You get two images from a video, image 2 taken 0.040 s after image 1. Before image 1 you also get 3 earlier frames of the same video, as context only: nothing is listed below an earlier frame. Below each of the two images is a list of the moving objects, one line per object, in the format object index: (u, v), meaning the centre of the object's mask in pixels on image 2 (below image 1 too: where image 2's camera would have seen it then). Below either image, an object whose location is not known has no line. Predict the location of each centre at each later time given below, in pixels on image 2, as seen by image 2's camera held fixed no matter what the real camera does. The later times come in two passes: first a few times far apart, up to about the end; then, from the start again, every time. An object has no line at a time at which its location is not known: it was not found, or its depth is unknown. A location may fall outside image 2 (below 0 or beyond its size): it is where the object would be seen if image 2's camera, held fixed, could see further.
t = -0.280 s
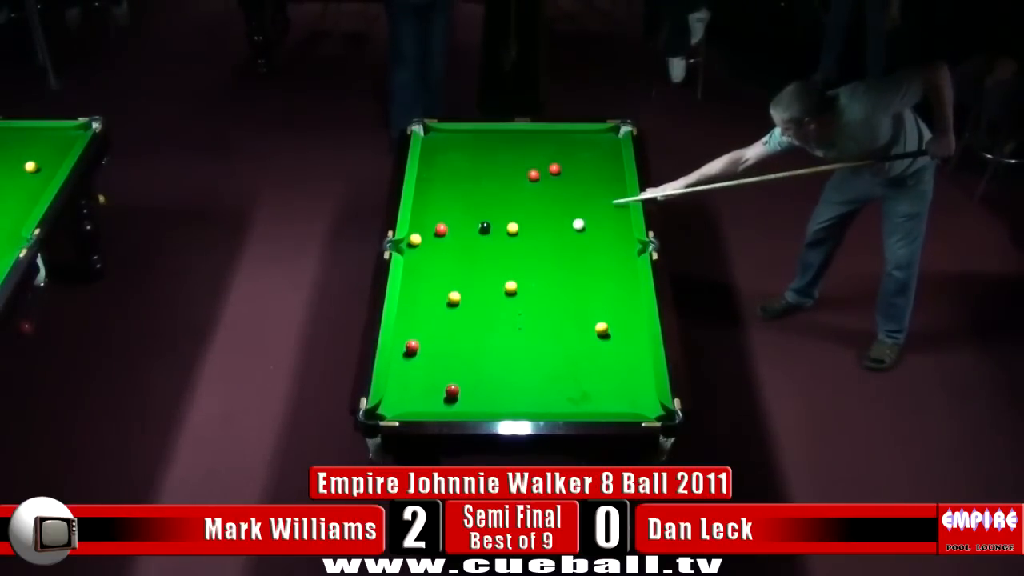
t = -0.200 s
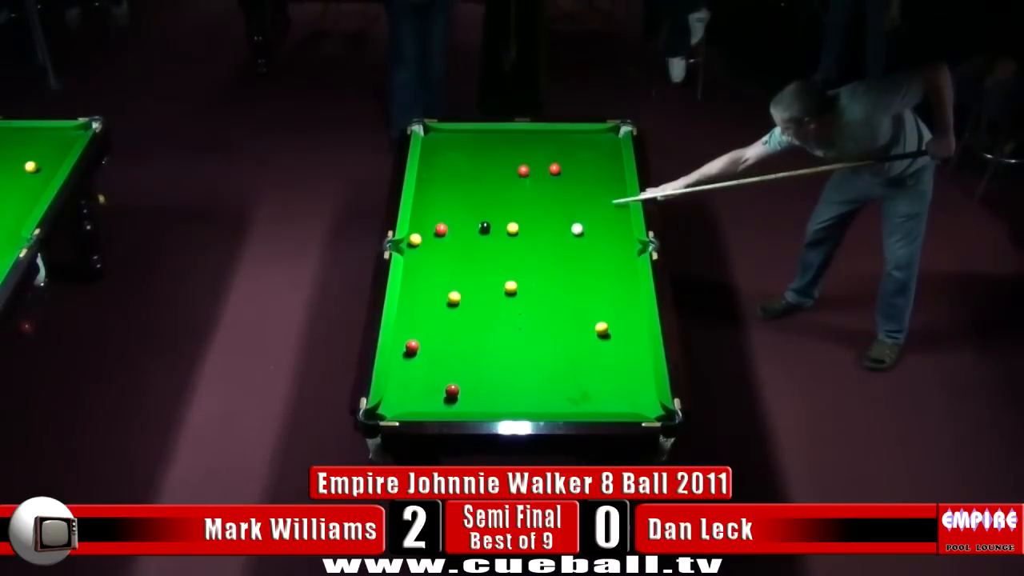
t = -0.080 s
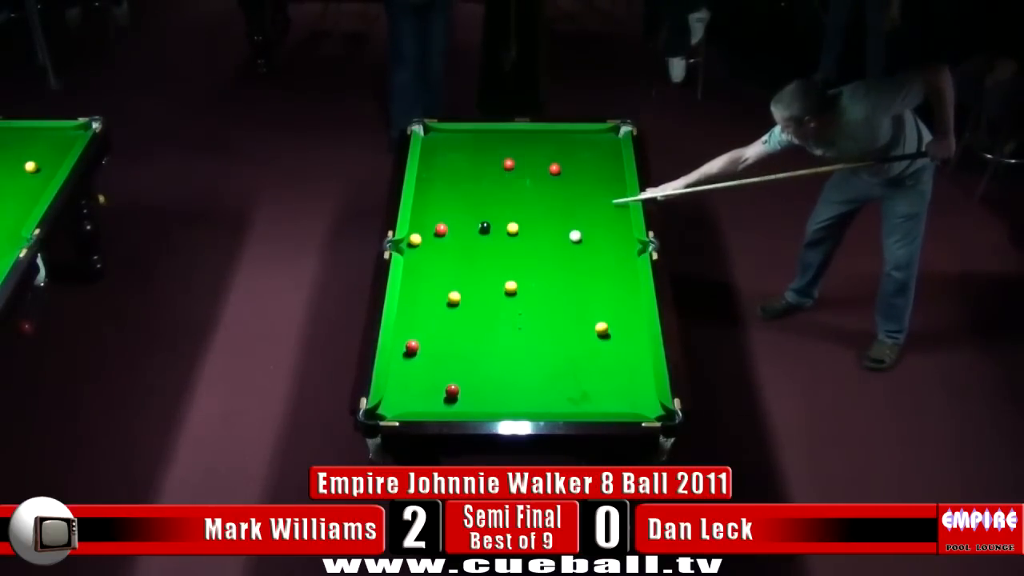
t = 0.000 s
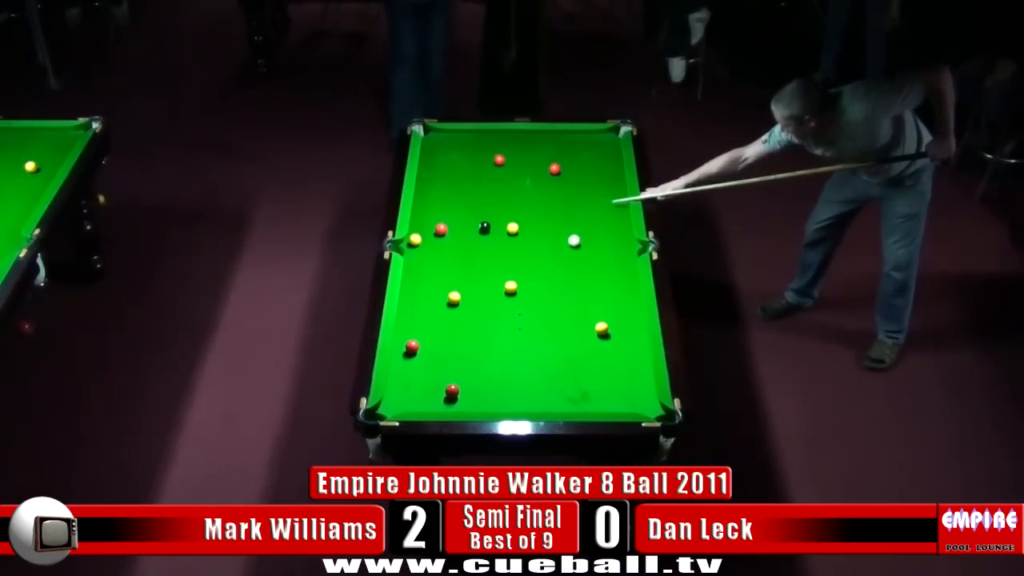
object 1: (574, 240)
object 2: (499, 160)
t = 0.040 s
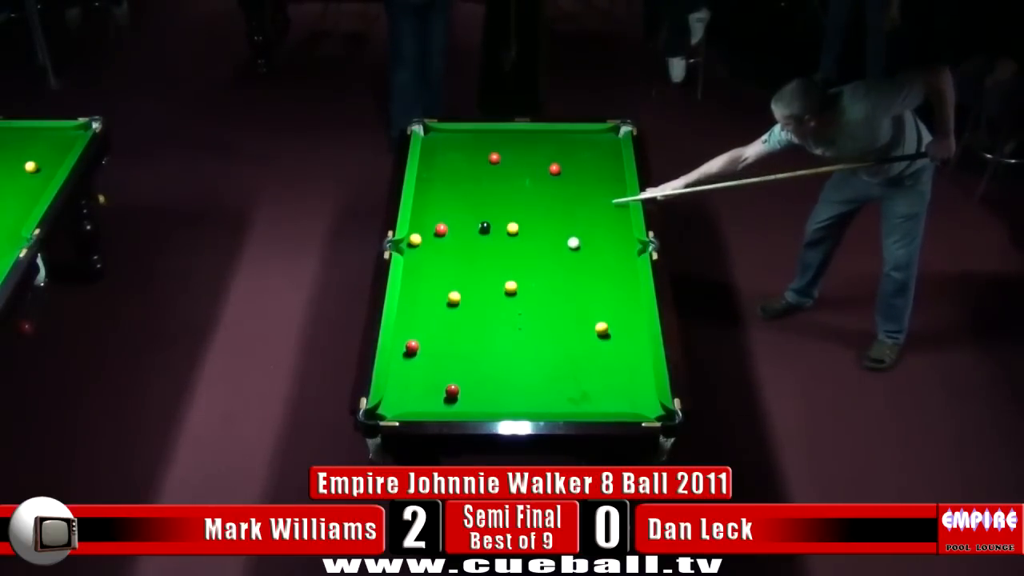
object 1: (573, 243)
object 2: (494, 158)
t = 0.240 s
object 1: (570, 254)
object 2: (471, 148)
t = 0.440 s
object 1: (568, 265)
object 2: (450, 139)
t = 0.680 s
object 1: (564, 278)
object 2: (425, 129)
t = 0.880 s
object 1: (562, 289)
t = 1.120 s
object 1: (559, 301)
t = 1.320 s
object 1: (557, 310)
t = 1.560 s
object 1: (554, 321)
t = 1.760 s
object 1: (552, 329)
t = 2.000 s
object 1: (549, 339)
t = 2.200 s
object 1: (548, 347)
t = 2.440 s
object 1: (545, 355)
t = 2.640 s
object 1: (544, 362)
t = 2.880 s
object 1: (543, 369)
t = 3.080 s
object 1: (542, 374)
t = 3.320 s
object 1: (540, 379)
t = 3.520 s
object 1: (540, 383)
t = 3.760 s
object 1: (539, 387)
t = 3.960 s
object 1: (538, 388)
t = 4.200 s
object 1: (537, 391)
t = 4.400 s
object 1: (536, 392)
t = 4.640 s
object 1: (536, 392)
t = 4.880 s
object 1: (536, 392)
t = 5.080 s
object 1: (536, 392)
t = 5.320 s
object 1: (536, 392)
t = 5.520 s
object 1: (536, 392)
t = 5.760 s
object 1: (536, 392)
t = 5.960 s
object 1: (536, 392)
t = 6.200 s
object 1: (536, 392)
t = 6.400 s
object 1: (536, 392)
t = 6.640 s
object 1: (536, 392)
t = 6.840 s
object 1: (536, 392)
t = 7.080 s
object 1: (536, 392)
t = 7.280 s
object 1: (536, 392)
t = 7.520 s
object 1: (536, 392)
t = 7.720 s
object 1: (536, 392)
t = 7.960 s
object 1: (536, 392)
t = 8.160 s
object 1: (536, 392)
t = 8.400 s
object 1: (536, 392)
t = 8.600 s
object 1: (536, 392)
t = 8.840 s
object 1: (536, 392)
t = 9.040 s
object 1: (536, 392)
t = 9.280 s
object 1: (536, 392)
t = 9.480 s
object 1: (536, 392)
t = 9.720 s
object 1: (536, 392)
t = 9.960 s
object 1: (536, 392)
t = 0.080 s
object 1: (573, 245)
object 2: (489, 156)
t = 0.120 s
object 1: (572, 248)
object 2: (485, 154)
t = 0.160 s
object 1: (572, 250)
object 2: (480, 152)
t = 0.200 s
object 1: (571, 252)
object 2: (476, 150)
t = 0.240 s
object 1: (570, 254)
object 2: (471, 148)
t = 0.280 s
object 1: (570, 256)
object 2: (467, 146)
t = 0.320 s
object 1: (569, 259)
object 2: (463, 144)
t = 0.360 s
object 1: (569, 261)
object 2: (458, 142)
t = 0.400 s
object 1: (568, 263)
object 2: (454, 140)
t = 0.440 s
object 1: (568, 265)
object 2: (450, 139)
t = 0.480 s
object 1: (567, 268)
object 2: (445, 137)
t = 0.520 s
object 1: (567, 270)
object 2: (441, 135)
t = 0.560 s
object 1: (566, 272)
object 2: (437, 133)
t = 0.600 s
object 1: (565, 274)
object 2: (433, 132)
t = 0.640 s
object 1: (565, 276)
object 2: (429, 130)
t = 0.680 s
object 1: (564, 278)
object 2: (425, 129)
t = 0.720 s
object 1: (564, 280)
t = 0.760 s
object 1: (563, 282)
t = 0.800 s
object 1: (563, 285)
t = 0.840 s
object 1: (562, 287)
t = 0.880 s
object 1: (562, 289)
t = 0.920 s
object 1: (562, 291)
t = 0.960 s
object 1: (561, 293)
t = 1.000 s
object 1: (560, 295)
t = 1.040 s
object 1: (560, 297)
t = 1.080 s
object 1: (559, 299)
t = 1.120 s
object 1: (559, 301)
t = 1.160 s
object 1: (559, 303)
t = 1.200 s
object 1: (558, 305)
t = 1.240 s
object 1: (558, 306)
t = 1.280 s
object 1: (557, 308)
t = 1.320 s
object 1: (557, 310)
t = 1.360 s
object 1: (556, 312)
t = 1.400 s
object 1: (556, 314)
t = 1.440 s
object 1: (556, 316)
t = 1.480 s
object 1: (555, 318)
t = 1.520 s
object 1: (554, 319)
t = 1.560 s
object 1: (554, 321)
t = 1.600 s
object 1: (554, 323)
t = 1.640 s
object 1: (553, 325)
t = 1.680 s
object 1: (553, 326)
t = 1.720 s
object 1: (552, 328)
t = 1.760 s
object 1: (552, 329)
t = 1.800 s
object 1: (552, 331)
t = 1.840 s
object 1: (551, 333)
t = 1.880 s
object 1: (551, 335)
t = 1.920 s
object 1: (550, 336)
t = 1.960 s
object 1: (550, 338)
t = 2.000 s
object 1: (549, 339)
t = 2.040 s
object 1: (549, 341)
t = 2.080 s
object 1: (549, 342)
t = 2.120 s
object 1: (548, 344)
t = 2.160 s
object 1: (548, 345)
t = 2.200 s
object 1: (548, 347)
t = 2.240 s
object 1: (547, 348)
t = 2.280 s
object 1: (547, 350)
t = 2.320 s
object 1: (546, 351)
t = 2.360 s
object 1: (546, 353)
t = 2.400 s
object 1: (546, 354)
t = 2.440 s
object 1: (545, 355)
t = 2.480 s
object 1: (545, 357)
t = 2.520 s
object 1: (545, 358)
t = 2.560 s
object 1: (545, 359)
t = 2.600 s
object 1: (544, 360)
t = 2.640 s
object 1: (544, 362)
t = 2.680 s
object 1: (544, 363)
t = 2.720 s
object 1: (544, 364)
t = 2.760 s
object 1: (543, 365)
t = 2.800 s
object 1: (543, 366)
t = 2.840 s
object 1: (543, 368)
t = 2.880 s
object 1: (543, 369)
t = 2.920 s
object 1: (543, 370)
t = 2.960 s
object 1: (542, 371)
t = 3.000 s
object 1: (542, 372)
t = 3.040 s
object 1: (542, 373)
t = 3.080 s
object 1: (542, 374)
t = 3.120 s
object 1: (541, 375)
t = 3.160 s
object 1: (541, 376)
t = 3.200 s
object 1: (541, 377)
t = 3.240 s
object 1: (541, 378)
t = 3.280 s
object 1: (541, 378)
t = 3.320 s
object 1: (540, 379)
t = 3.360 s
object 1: (540, 380)
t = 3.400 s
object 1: (540, 381)
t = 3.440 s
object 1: (540, 381)
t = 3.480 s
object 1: (540, 382)
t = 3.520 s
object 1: (540, 383)
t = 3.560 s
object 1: (540, 384)
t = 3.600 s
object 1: (539, 384)
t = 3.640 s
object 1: (539, 385)
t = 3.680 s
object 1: (539, 386)
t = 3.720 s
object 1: (539, 386)
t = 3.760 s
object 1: (539, 387)
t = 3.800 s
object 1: (539, 387)
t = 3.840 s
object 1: (538, 387)
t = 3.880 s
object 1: (538, 388)
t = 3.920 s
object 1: (538, 388)
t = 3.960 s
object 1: (538, 388)
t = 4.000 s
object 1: (537, 389)
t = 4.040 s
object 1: (537, 390)
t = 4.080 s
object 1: (537, 390)
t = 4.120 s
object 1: (537, 390)
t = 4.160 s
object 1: (537, 391)
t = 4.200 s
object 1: (537, 391)
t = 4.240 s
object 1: (536, 391)
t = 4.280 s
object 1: (536, 391)
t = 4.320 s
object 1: (536, 392)
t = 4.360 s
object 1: (536, 392)
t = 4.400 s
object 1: (536, 392)
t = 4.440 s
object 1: (536, 392)
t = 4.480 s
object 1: (536, 392)
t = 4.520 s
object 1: (536, 392)
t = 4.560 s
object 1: (536, 392)
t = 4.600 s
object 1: (536, 392)
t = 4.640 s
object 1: (536, 392)
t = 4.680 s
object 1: (536, 392)
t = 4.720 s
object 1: (536, 392)
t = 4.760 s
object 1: (536, 392)
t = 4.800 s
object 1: (536, 392)
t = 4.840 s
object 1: (536, 392)
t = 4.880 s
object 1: (536, 392)
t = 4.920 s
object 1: (536, 392)
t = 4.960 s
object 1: (536, 392)
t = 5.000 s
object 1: (536, 392)
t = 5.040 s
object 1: (536, 392)
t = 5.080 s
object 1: (536, 392)
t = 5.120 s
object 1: (536, 392)
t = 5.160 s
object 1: (536, 392)
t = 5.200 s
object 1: (536, 392)
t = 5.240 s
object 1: (536, 392)
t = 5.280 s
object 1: (536, 392)
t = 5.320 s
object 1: (536, 392)
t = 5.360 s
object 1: (536, 392)
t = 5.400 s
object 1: (536, 392)
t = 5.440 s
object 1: (536, 392)
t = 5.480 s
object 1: (536, 392)
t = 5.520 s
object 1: (536, 392)
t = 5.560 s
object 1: (536, 392)
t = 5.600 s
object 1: (536, 392)
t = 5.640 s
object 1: (536, 392)
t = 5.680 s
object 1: (536, 392)
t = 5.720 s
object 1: (536, 392)
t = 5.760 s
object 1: (536, 392)
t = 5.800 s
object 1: (536, 392)
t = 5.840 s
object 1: (536, 392)
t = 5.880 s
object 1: (536, 392)
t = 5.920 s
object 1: (536, 392)
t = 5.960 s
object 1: (536, 392)
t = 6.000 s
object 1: (536, 392)
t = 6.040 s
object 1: (536, 392)
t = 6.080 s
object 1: (536, 392)
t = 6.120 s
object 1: (536, 392)
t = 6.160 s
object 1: (536, 392)
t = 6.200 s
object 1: (536, 392)
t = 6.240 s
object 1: (536, 392)
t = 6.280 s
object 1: (536, 392)
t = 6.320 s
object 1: (536, 392)
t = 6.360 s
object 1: (536, 392)
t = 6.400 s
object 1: (536, 392)
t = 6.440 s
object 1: (536, 392)
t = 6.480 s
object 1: (536, 392)
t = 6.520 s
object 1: (536, 392)
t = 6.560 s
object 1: (536, 392)
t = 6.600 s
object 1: (536, 392)
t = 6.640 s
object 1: (536, 392)
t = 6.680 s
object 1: (536, 392)
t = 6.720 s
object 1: (536, 392)
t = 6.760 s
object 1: (536, 392)
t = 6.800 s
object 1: (536, 392)
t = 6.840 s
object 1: (536, 392)
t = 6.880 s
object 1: (536, 392)
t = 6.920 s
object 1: (536, 392)
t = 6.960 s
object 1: (536, 392)
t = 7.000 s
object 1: (536, 392)
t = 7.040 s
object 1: (536, 392)
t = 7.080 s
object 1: (536, 392)
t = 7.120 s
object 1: (536, 392)
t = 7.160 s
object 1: (536, 392)
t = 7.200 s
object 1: (536, 392)
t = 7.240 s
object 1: (536, 392)
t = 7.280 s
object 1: (536, 392)
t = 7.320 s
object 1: (536, 392)
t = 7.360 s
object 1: (536, 392)
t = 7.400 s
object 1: (536, 392)
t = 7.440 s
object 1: (536, 392)
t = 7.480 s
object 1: (536, 392)
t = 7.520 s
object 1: (536, 392)
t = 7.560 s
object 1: (536, 392)
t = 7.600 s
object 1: (536, 392)
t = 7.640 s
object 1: (536, 392)
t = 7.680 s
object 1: (536, 392)
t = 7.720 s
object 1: (536, 392)
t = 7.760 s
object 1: (536, 392)
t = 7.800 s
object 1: (536, 392)
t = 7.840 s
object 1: (536, 392)
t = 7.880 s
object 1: (536, 392)
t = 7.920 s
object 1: (536, 392)
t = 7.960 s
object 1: (536, 392)
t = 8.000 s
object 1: (536, 392)
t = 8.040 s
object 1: (536, 392)
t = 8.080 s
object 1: (536, 392)
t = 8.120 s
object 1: (536, 392)
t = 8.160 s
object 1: (536, 392)
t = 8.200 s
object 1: (536, 392)
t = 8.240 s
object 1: (536, 392)
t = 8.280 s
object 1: (536, 392)
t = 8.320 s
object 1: (536, 392)
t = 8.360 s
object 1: (536, 392)
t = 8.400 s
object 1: (536, 392)
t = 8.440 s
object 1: (536, 392)
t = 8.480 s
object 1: (536, 392)
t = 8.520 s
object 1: (536, 392)
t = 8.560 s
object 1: (536, 392)
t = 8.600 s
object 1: (536, 392)
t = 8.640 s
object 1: (536, 392)
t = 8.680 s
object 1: (536, 392)
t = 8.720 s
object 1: (536, 392)
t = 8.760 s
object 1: (536, 392)
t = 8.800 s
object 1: (536, 392)
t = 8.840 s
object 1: (536, 392)
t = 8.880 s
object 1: (536, 392)
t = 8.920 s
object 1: (536, 392)
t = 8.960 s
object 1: (536, 392)
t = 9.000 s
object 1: (536, 392)
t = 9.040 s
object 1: (536, 392)
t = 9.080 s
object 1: (536, 392)
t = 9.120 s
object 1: (536, 392)
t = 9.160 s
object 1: (536, 392)
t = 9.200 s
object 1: (536, 392)
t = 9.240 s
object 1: (536, 392)
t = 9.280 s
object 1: (536, 392)
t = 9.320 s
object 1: (536, 392)
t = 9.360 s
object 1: (536, 392)
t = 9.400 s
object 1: (536, 392)
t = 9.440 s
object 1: (536, 392)
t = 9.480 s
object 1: (536, 392)
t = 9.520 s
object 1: (536, 392)
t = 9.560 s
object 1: (536, 392)
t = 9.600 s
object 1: (536, 392)
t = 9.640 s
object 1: (536, 392)
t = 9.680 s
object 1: (536, 392)
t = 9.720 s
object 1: (536, 392)
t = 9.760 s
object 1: (536, 392)
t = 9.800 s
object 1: (536, 392)
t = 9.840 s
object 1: (536, 392)
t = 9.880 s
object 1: (536, 392)
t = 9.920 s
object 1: (536, 392)
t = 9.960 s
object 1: (536, 392)
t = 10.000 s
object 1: (536, 392)
